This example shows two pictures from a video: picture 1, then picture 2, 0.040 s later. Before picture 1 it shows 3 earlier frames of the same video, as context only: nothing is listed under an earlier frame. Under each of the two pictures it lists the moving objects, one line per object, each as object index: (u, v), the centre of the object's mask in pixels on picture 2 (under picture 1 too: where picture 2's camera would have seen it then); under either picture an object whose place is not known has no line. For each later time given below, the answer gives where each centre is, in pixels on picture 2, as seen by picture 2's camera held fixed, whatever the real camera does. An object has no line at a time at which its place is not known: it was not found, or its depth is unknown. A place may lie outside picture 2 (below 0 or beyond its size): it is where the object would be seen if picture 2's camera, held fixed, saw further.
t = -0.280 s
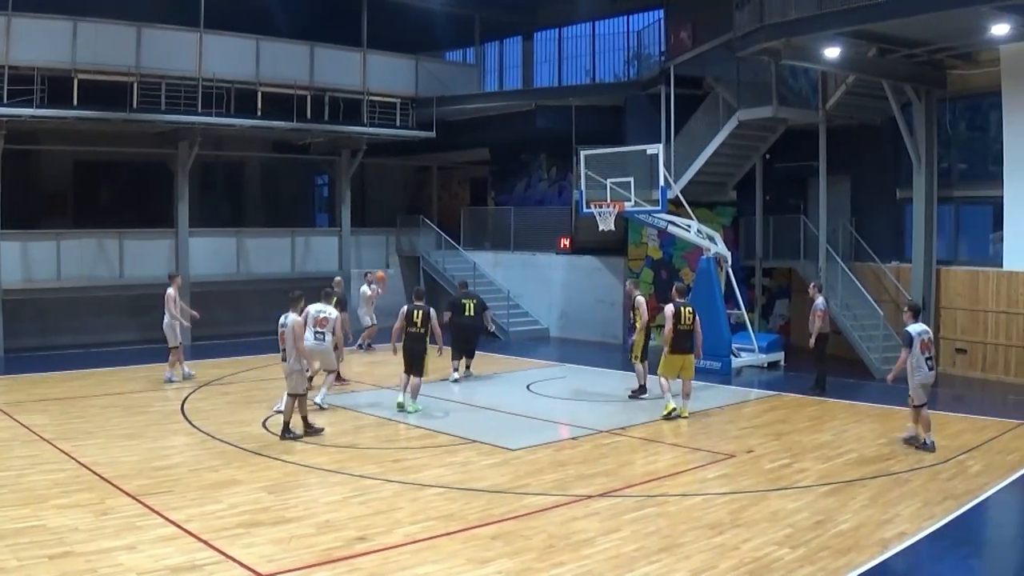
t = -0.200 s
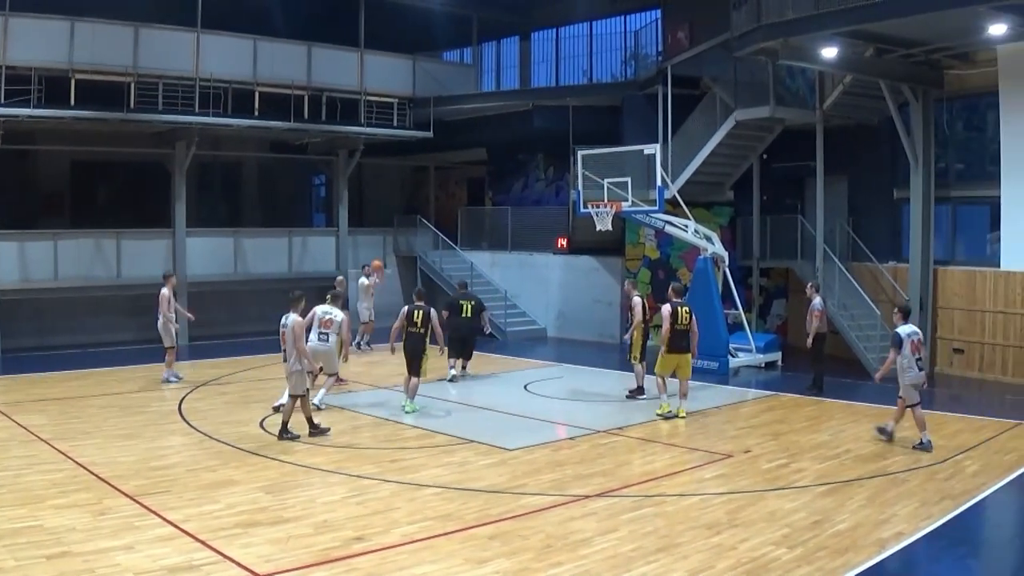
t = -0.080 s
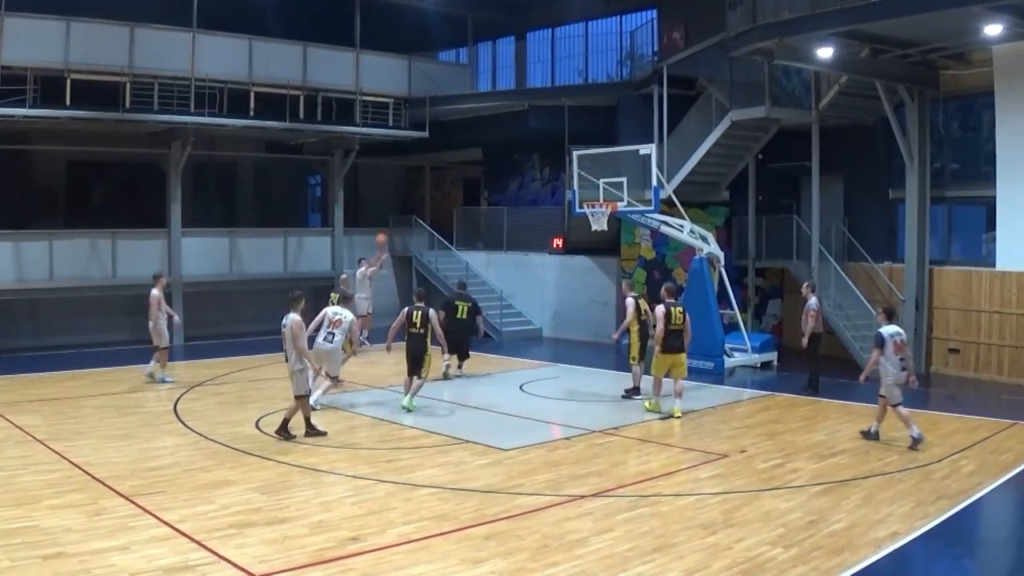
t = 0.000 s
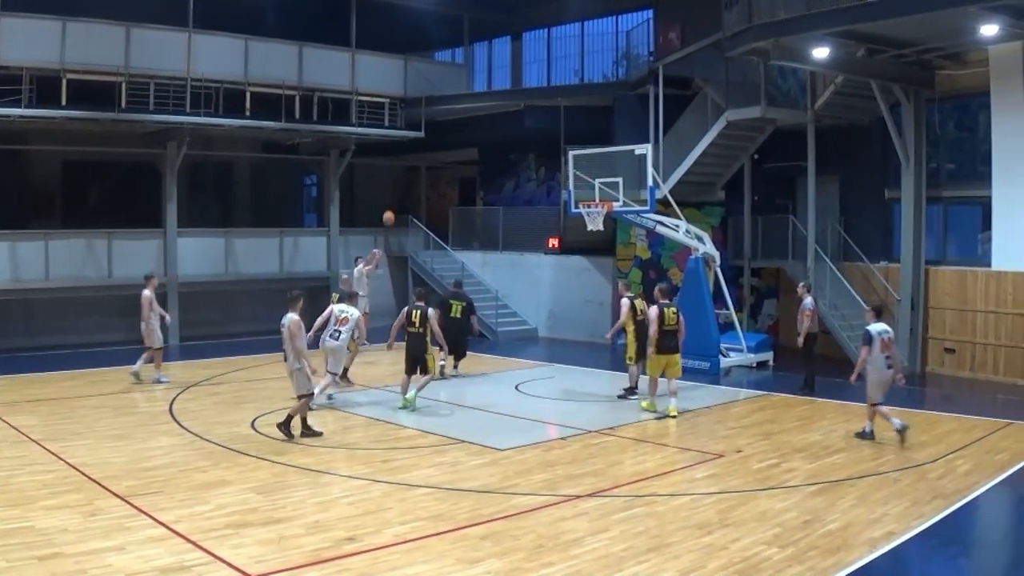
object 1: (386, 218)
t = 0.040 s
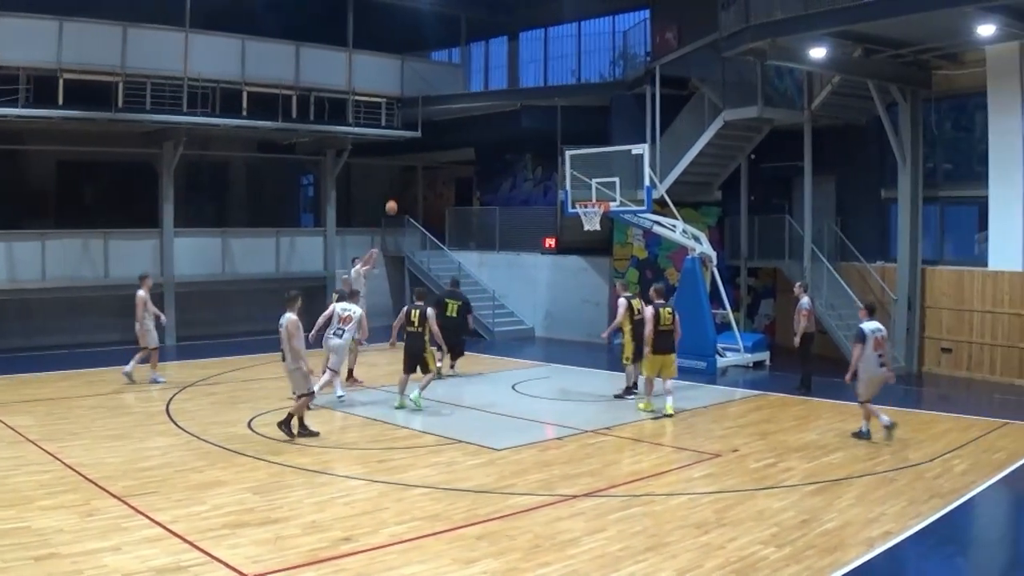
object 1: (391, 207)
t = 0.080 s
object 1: (395, 198)
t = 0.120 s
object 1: (399, 188)
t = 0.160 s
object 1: (403, 181)
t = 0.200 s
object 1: (407, 173)
